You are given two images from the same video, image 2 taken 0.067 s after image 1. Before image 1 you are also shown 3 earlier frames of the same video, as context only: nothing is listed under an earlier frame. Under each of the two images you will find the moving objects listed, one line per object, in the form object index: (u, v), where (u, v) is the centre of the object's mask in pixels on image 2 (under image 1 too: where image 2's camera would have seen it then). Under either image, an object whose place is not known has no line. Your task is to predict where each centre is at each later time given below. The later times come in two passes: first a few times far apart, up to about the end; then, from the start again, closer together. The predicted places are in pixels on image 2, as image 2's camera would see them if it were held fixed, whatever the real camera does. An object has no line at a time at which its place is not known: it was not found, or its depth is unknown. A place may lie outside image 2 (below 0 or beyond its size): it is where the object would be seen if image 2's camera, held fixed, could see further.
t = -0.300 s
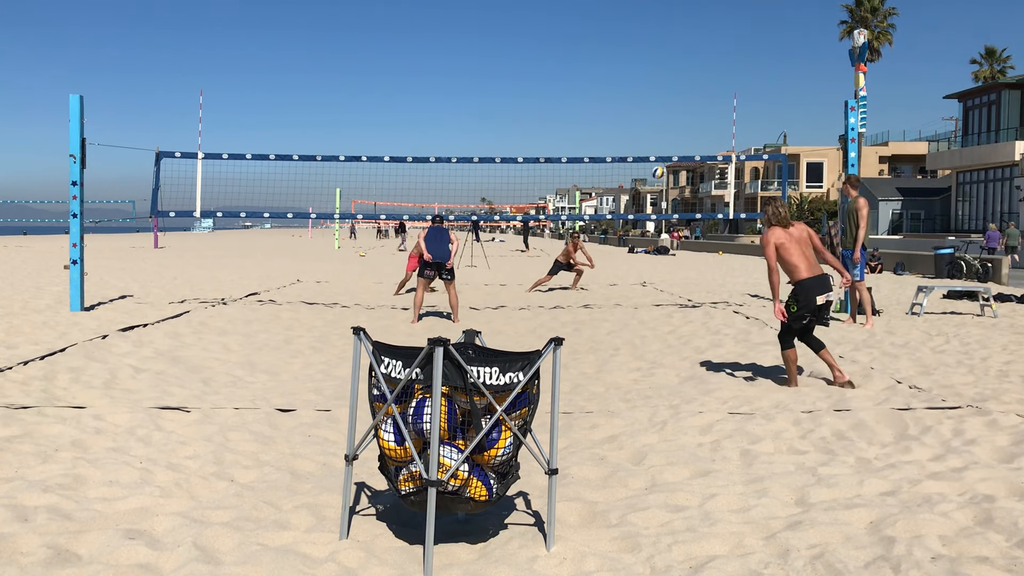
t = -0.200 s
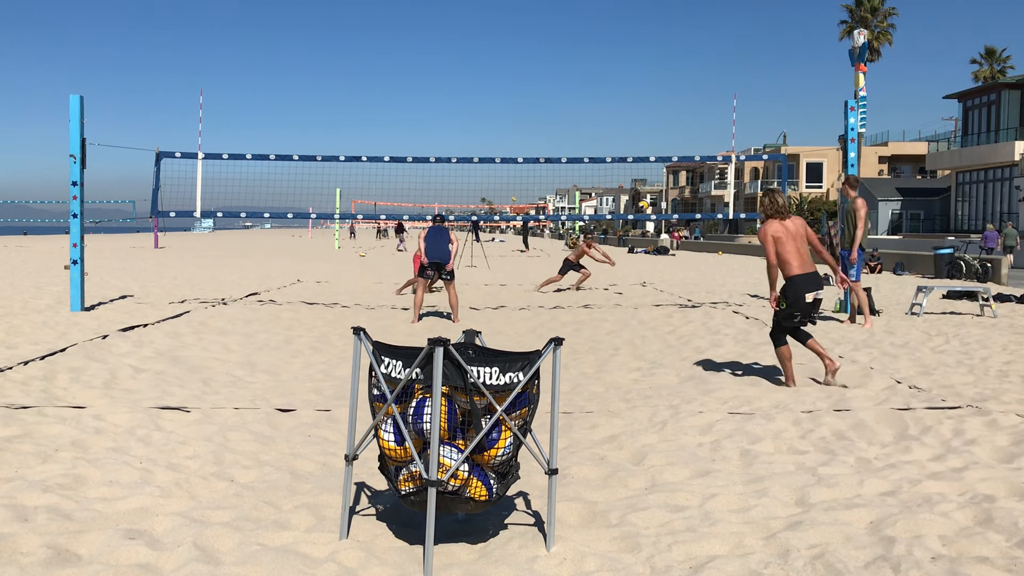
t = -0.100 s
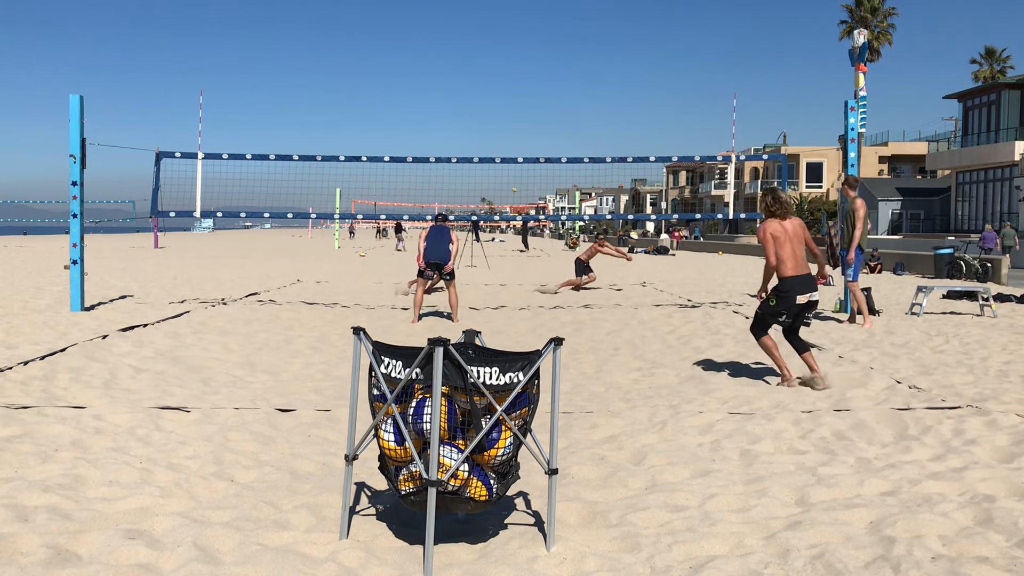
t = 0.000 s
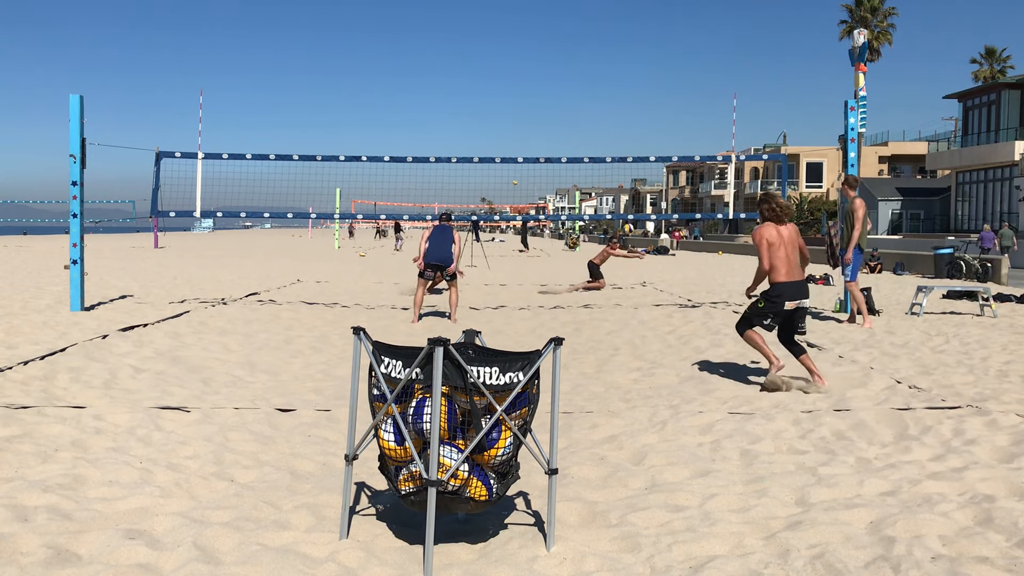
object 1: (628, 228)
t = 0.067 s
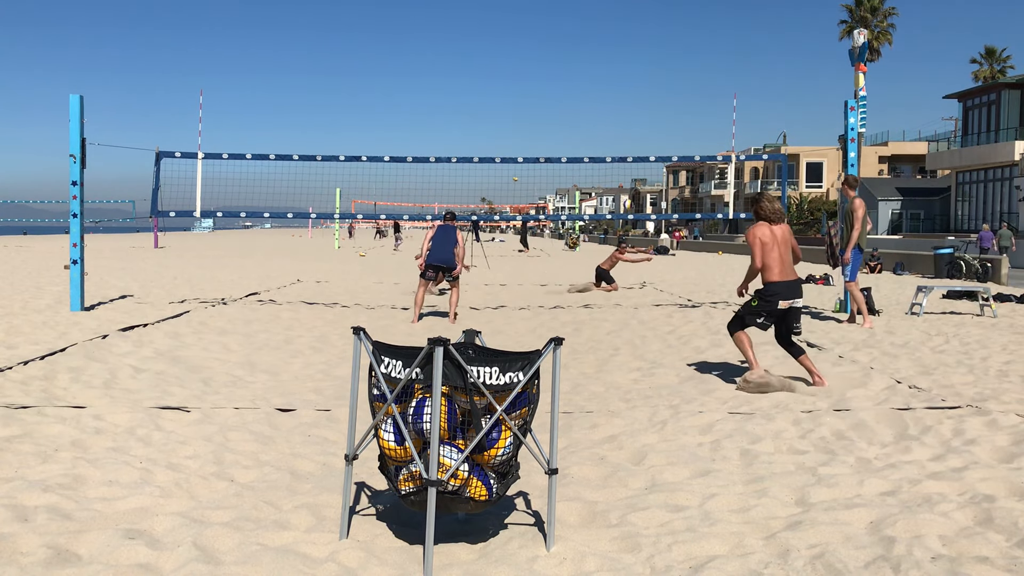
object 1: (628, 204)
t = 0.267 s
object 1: (625, 143)
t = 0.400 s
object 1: (623, 111)
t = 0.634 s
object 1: (618, 76)
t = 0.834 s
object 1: (613, 67)
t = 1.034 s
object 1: (606, 79)
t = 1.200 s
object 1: (601, 105)
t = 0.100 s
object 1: (628, 193)
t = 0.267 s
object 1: (625, 143)
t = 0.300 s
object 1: (625, 134)
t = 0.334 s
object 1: (624, 126)
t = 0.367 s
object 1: (624, 118)
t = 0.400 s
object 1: (623, 111)
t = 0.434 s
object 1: (622, 104)
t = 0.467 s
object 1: (622, 99)
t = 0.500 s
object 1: (621, 93)
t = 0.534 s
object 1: (620, 88)
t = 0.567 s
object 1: (619, 83)
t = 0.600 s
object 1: (619, 79)
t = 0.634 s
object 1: (618, 76)
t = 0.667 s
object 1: (617, 73)
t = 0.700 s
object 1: (616, 71)
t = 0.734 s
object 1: (615, 69)
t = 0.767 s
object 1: (614, 68)
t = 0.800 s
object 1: (613, 68)
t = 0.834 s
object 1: (613, 67)
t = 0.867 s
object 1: (611, 68)
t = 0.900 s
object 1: (610, 69)
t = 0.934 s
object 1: (609, 71)
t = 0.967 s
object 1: (608, 73)
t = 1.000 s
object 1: (607, 76)
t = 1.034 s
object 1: (606, 79)
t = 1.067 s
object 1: (605, 83)
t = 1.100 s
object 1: (604, 88)
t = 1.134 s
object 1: (603, 93)
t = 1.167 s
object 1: (602, 99)
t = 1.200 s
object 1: (601, 105)
